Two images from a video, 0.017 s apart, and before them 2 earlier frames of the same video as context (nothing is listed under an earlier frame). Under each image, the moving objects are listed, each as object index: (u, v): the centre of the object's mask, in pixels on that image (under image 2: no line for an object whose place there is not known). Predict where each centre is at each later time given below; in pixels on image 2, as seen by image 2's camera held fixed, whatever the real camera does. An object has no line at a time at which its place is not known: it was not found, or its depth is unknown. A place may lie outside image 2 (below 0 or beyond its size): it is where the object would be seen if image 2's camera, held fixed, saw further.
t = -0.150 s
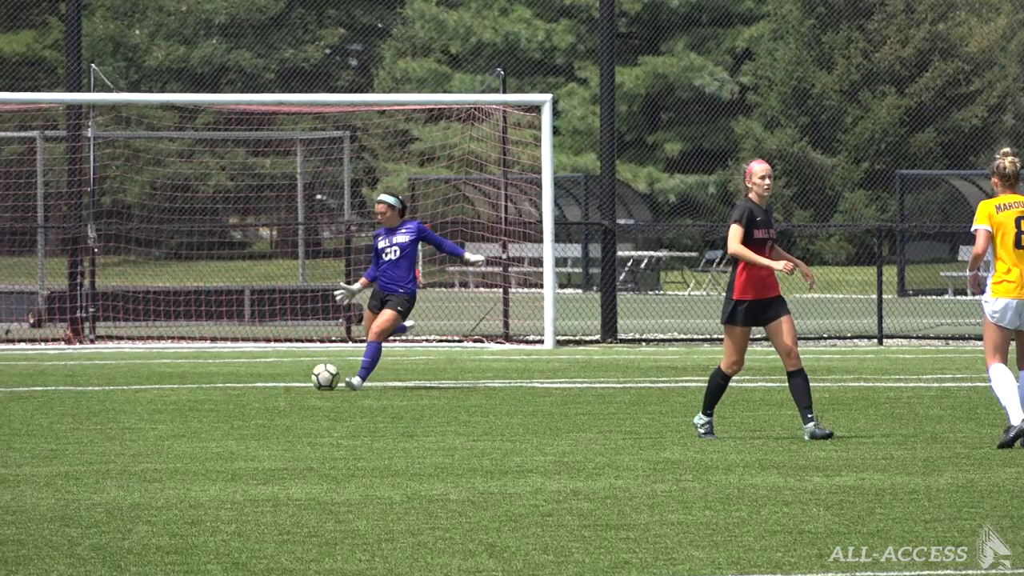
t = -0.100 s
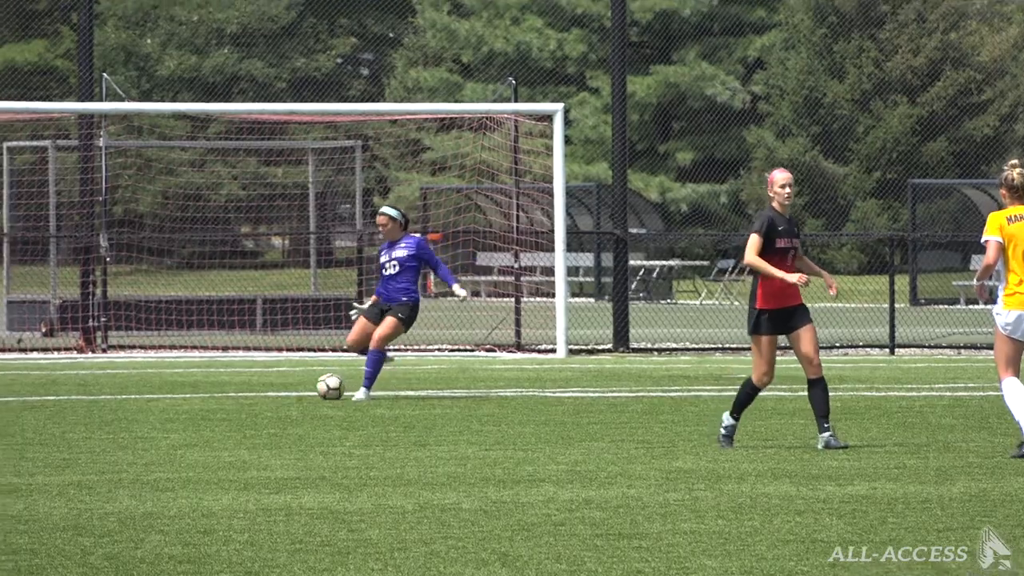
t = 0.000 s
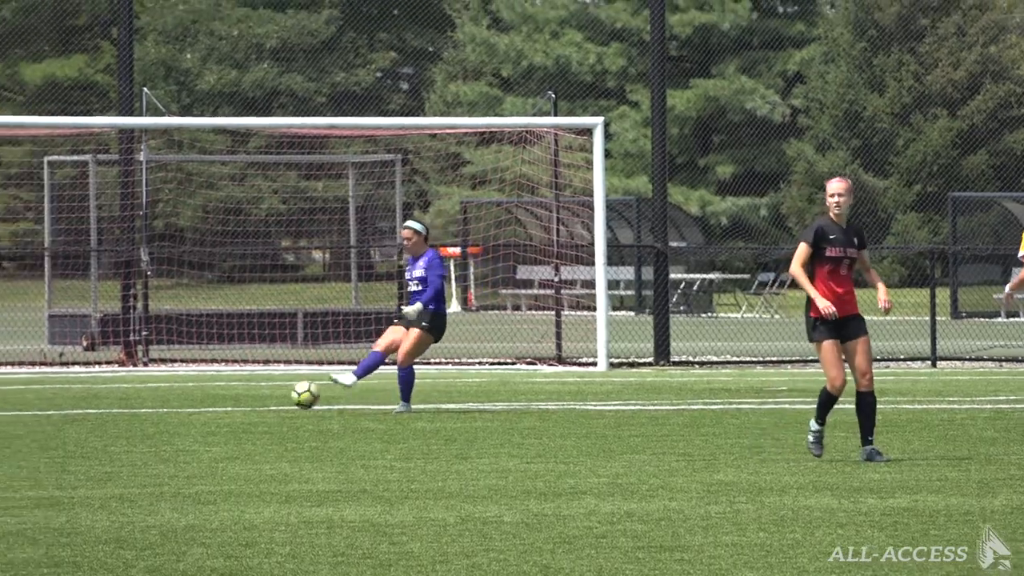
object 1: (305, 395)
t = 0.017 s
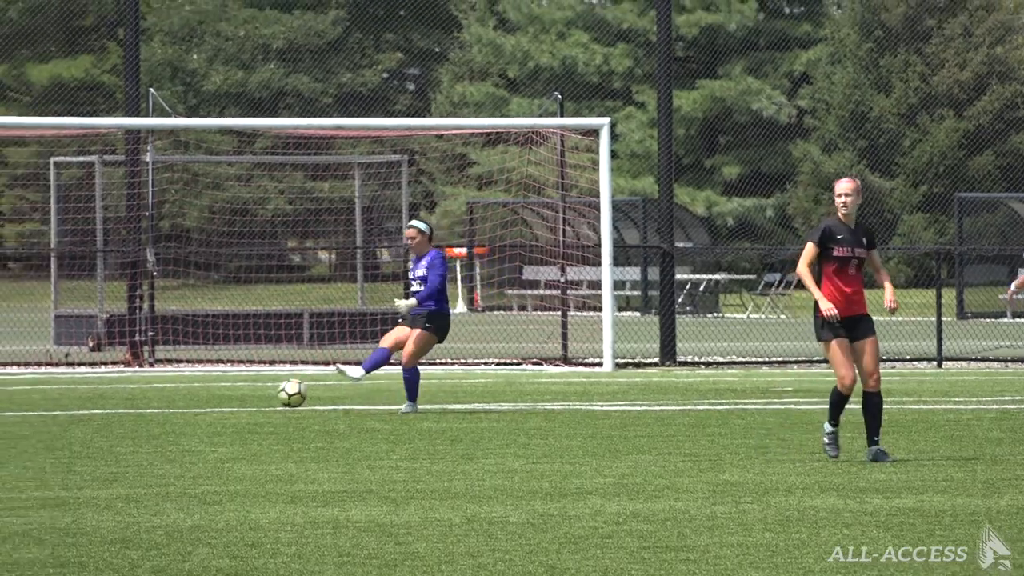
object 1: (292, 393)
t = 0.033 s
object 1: (273, 392)
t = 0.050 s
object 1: (254, 391)
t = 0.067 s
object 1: (235, 391)
